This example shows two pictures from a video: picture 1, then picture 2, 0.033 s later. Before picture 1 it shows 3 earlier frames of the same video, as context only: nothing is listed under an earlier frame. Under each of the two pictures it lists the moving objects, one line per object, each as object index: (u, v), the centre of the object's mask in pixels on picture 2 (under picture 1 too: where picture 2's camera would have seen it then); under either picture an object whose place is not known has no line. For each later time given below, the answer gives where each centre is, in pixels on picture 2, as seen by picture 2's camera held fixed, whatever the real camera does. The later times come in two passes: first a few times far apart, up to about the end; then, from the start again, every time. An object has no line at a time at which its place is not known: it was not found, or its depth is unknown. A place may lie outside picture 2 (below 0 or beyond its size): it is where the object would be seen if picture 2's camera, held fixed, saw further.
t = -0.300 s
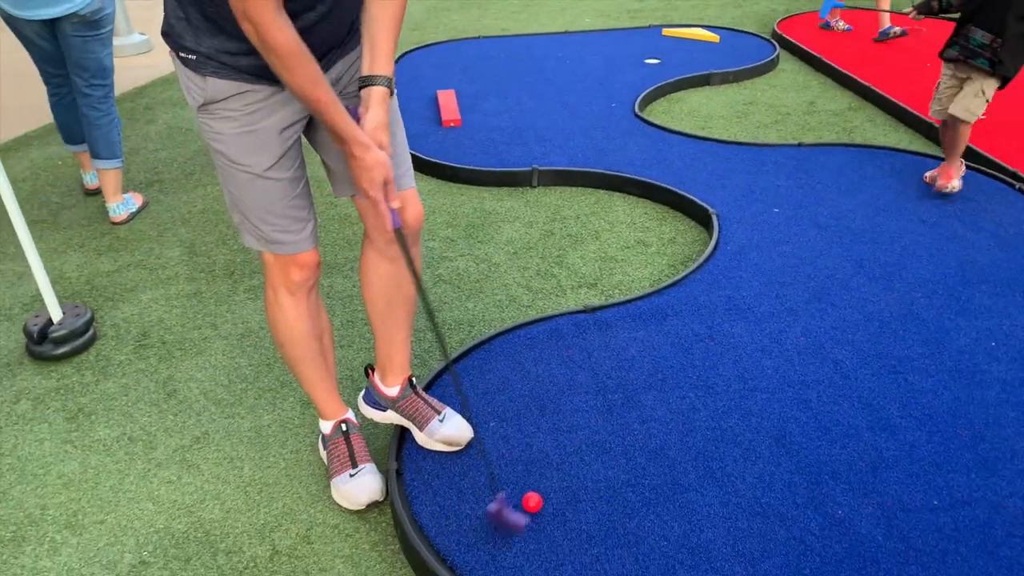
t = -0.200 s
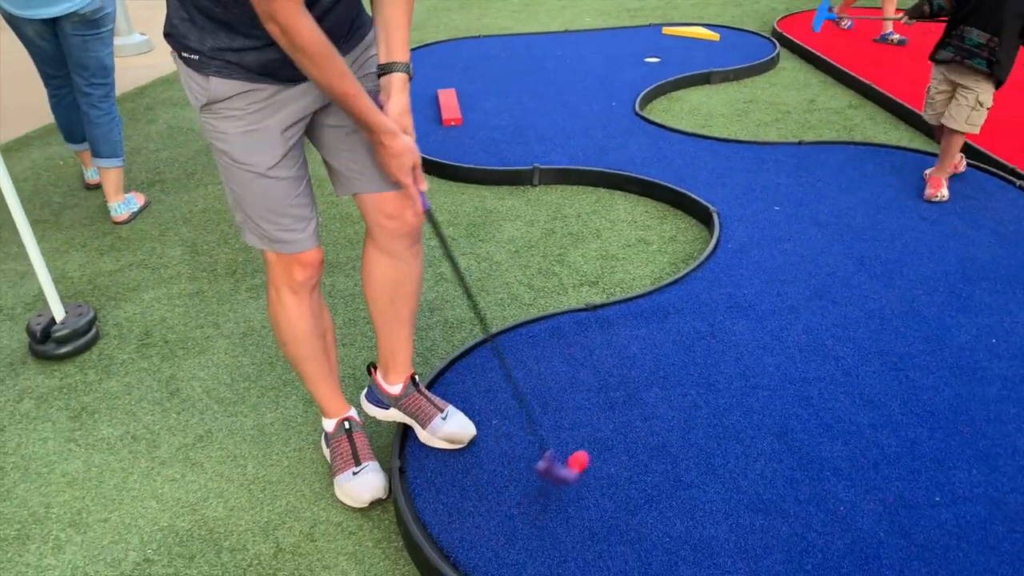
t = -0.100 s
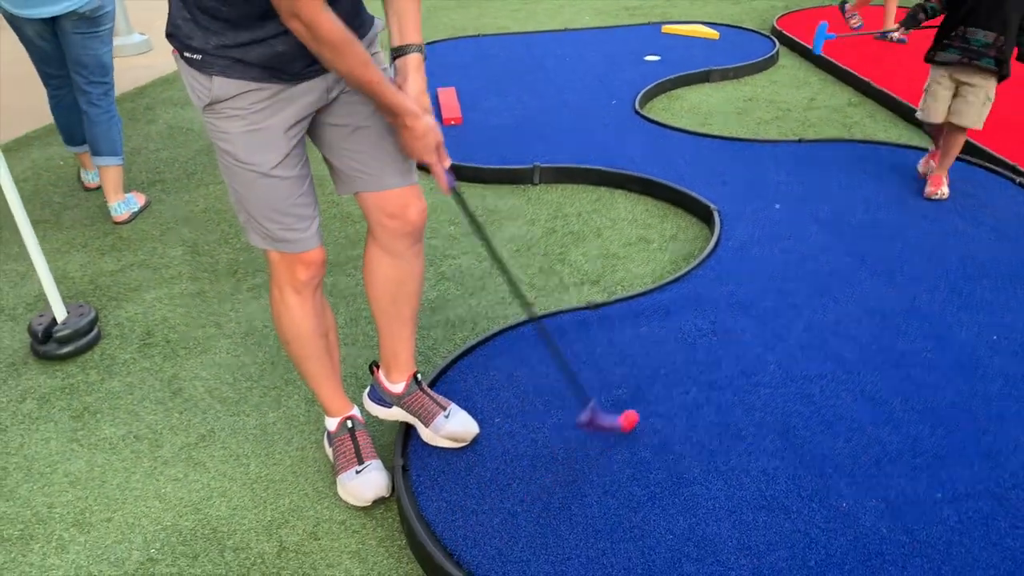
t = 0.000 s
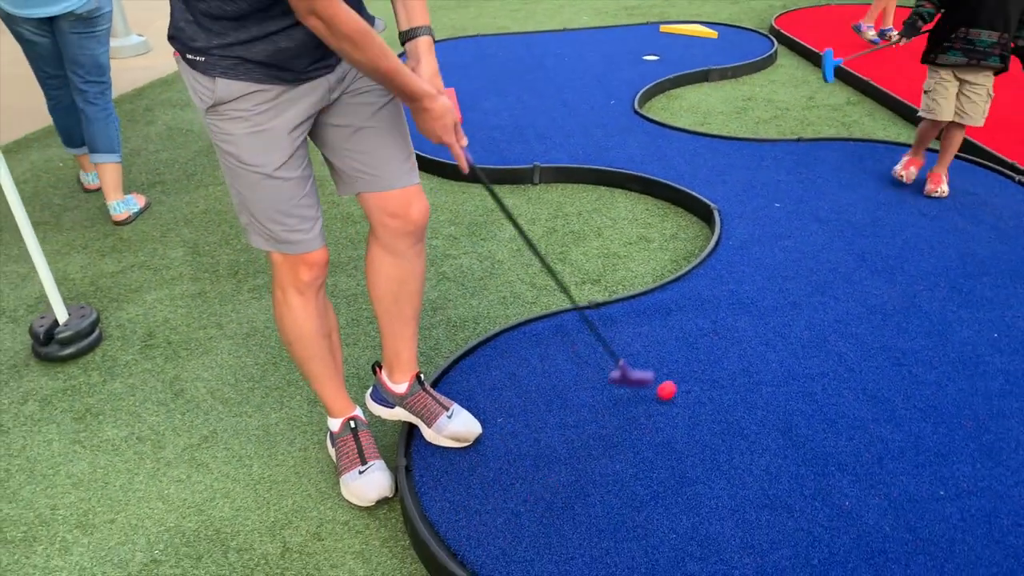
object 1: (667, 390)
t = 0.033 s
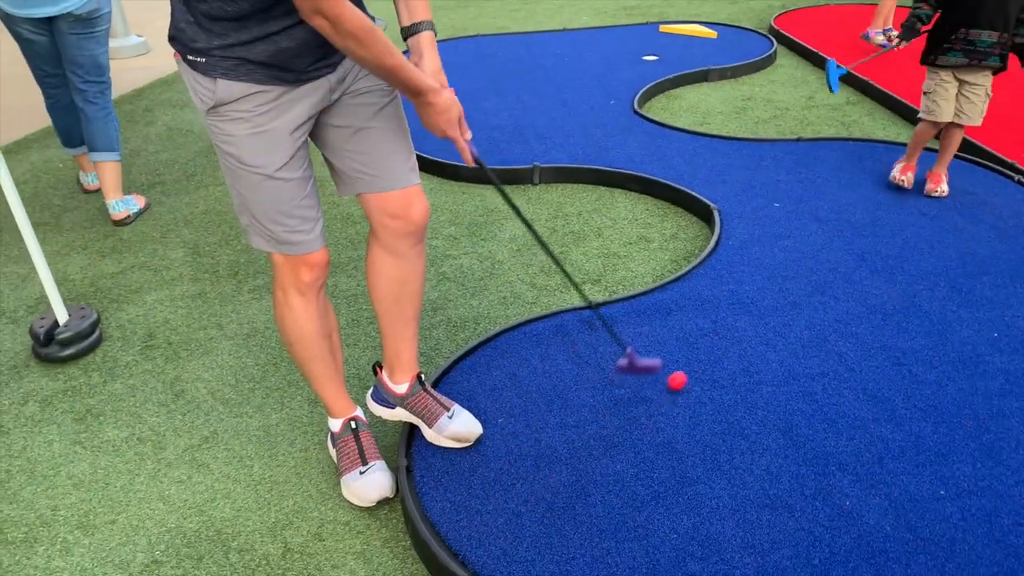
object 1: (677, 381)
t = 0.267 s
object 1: (741, 332)
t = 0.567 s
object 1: (799, 283)
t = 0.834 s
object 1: (838, 251)
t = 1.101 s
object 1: (867, 225)
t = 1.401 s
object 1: (887, 202)
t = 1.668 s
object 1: (901, 189)
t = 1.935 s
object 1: (915, 180)
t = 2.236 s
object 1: (926, 173)
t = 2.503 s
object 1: (933, 170)
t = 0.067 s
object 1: (687, 373)
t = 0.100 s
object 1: (697, 366)
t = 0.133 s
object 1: (706, 359)
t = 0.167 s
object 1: (715, 351)
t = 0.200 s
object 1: (724, 345)
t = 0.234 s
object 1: (733, 338)
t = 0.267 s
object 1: (741, 332)
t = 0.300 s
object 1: (748, 326)
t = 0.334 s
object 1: (756, 320)
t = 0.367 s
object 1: (763, 314)
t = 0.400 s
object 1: (770, 308)
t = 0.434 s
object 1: (776, 303)
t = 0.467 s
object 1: (783, 297)
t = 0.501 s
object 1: (789, 293)
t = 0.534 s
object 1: (794, 287)
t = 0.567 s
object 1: (799, 283)
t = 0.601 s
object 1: (805, 278)
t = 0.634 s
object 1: (810, 274)
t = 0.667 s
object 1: (815, 270)
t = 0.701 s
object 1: (820, 265)
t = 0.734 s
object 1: (825, 262)
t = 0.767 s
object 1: (829, 258)
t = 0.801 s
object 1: (833, 254)
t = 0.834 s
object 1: (838, 251)
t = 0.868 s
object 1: (842, 247)
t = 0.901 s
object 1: (846, 244)
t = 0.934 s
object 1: (850, 240)
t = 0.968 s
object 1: (853, 237)
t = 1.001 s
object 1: (857, 234)
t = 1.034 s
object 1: (861, 231)
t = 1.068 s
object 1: (864, 228)
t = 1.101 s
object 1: (867, 225)
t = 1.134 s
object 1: (870, 222)
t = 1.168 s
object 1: (872, 219)
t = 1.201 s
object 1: (875, 217)
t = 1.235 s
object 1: (877, 214)
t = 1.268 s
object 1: (880, 212)
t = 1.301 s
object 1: (882, 210)
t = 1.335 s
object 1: (883, 207)
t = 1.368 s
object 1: (885, 205)
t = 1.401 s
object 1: (887, 202)
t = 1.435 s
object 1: (889, 201)
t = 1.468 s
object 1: (890, 199)
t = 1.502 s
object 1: (892, 197)
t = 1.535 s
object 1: (894, 195)
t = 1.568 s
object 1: (895, 193)
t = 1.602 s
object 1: (897, 192)
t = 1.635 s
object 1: (899, 190)
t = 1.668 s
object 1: (901, 189)
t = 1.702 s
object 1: (903, 187)
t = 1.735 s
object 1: (905, 186)
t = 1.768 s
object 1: (906, 185)
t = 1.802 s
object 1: (908, 184)
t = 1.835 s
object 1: (910, 182)
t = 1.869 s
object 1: (912, 182)
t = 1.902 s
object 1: (914, 180)
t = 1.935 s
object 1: (915, 180)
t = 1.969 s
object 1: (917, 179)
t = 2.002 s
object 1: (919, 178)
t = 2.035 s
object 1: (920, 178)
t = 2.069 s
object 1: (922, 177)
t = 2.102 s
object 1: (922, 176)
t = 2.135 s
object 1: (924, 175)
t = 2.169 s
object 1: (925, 175)
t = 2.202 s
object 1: (925, 174)
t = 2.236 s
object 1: (926, 173)
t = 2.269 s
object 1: (928, 172)
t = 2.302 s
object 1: (929, 172)
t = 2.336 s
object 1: (930, 172)
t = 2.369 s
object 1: (931, 172)
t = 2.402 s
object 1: (932, 171)
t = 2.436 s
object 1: (932, 170)
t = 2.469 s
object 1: (933, 170)
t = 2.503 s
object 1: (933, 170)
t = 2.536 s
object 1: (934, 170)
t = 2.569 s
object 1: (935, 170)
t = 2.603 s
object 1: (935, 169)
